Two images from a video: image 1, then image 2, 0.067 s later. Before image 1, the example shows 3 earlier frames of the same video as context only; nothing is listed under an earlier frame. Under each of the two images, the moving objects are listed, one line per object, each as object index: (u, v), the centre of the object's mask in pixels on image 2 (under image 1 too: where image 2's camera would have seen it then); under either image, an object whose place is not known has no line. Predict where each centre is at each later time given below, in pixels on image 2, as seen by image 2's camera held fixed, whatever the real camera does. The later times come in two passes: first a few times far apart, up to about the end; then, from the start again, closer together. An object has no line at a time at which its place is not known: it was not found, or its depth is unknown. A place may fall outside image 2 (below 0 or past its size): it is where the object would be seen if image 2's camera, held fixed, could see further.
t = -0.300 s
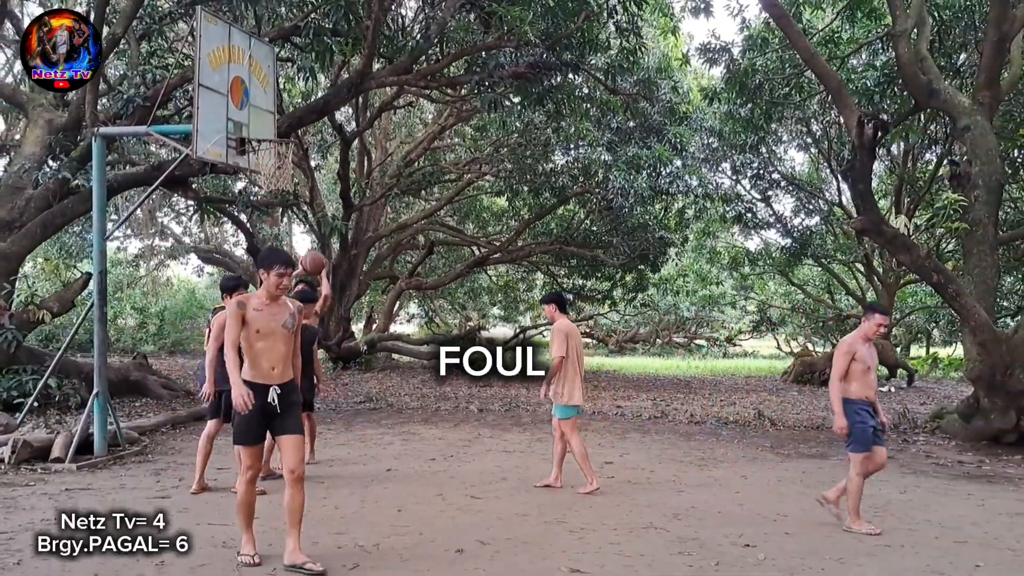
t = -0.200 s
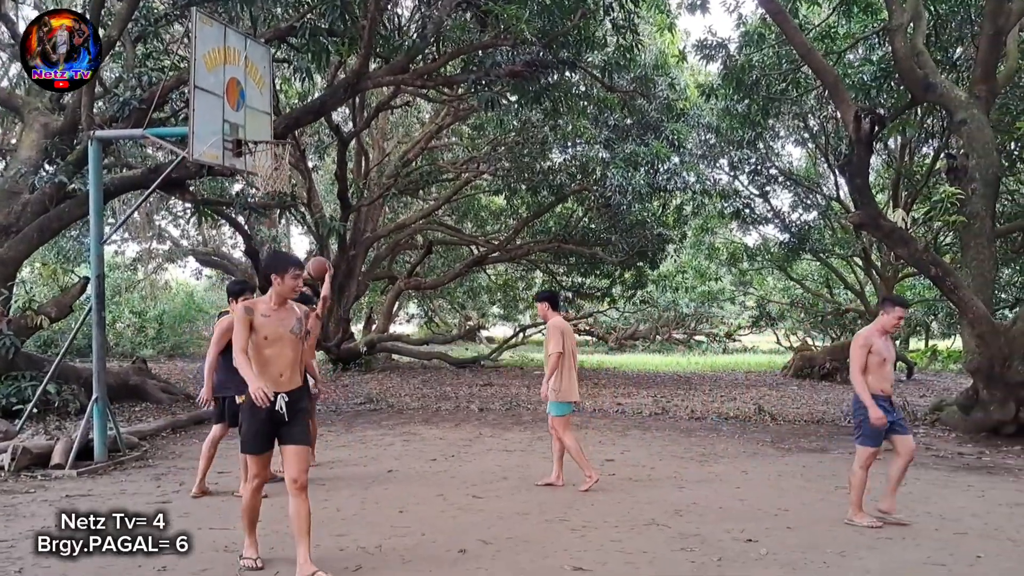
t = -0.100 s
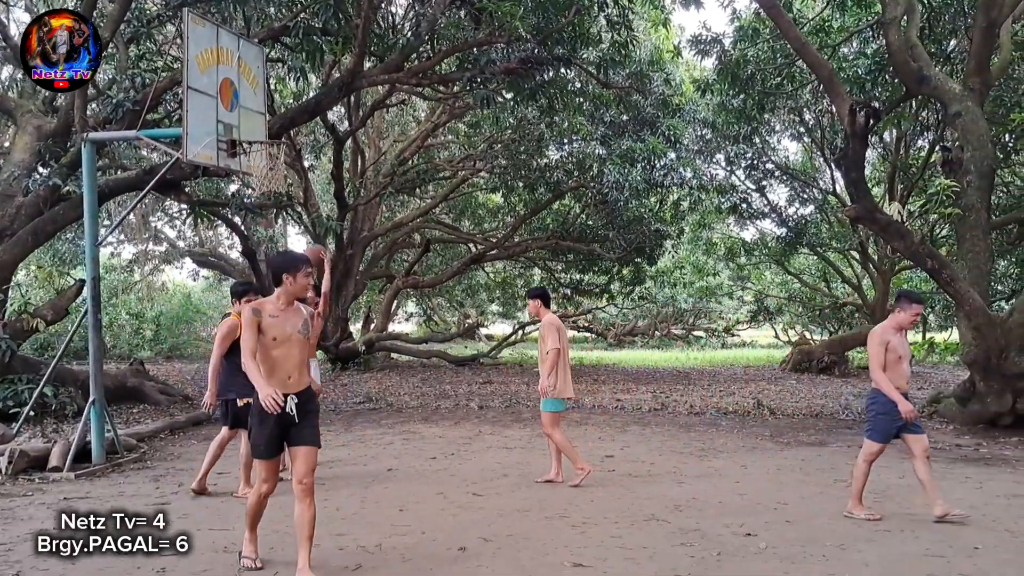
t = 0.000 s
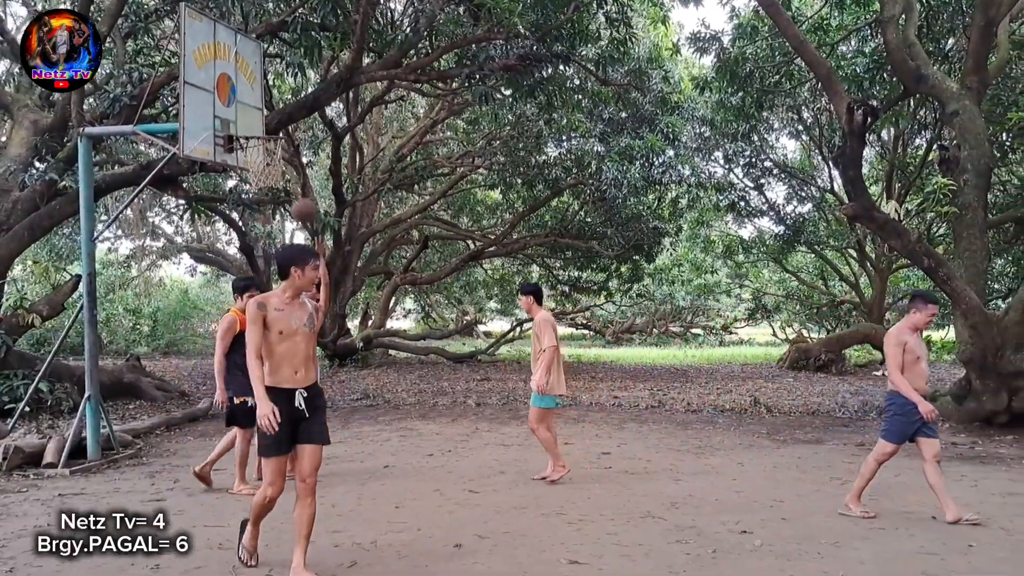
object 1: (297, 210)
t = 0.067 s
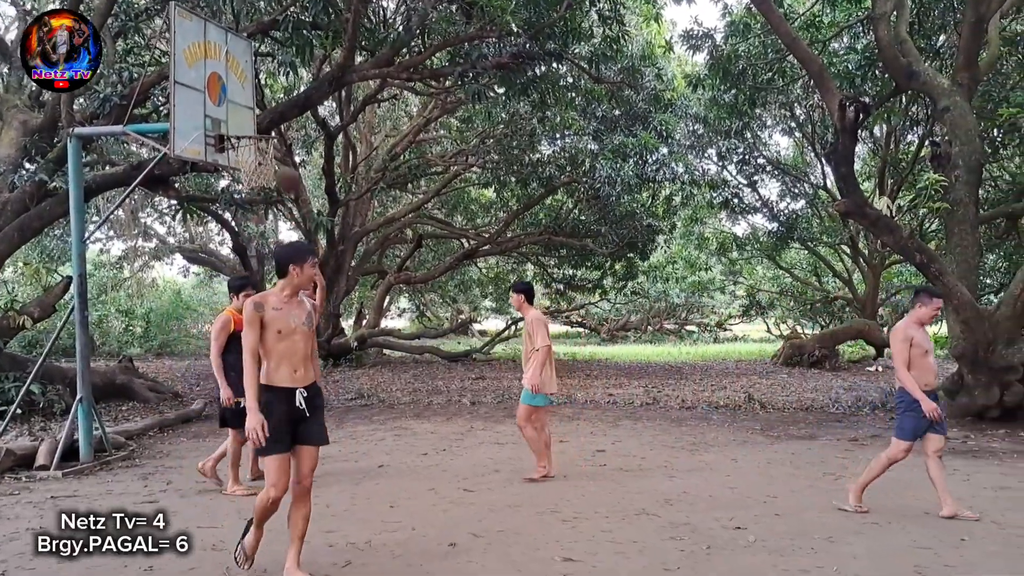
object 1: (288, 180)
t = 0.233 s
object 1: (264, 119)
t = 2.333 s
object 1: (175, 331)
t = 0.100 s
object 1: (284, 166)
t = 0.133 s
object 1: (283, 154)
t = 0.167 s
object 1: (277, 139)
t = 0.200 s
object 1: (269, 127)
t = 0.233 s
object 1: (264, 119)
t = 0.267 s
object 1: (261, 111)
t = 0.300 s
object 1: (255, 103)
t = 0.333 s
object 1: (252, 98)
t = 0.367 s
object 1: (248, 93)
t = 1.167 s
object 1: (191, 359)
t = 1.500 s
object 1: (180, 354)
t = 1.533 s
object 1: (180, 337)
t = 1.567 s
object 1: (180, 321)
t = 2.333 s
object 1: (175, 331)
